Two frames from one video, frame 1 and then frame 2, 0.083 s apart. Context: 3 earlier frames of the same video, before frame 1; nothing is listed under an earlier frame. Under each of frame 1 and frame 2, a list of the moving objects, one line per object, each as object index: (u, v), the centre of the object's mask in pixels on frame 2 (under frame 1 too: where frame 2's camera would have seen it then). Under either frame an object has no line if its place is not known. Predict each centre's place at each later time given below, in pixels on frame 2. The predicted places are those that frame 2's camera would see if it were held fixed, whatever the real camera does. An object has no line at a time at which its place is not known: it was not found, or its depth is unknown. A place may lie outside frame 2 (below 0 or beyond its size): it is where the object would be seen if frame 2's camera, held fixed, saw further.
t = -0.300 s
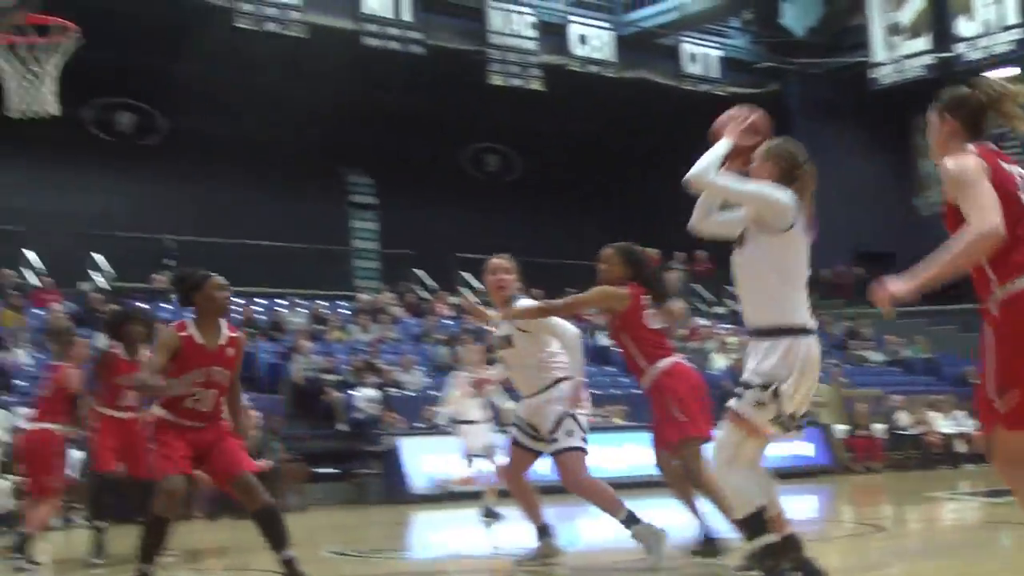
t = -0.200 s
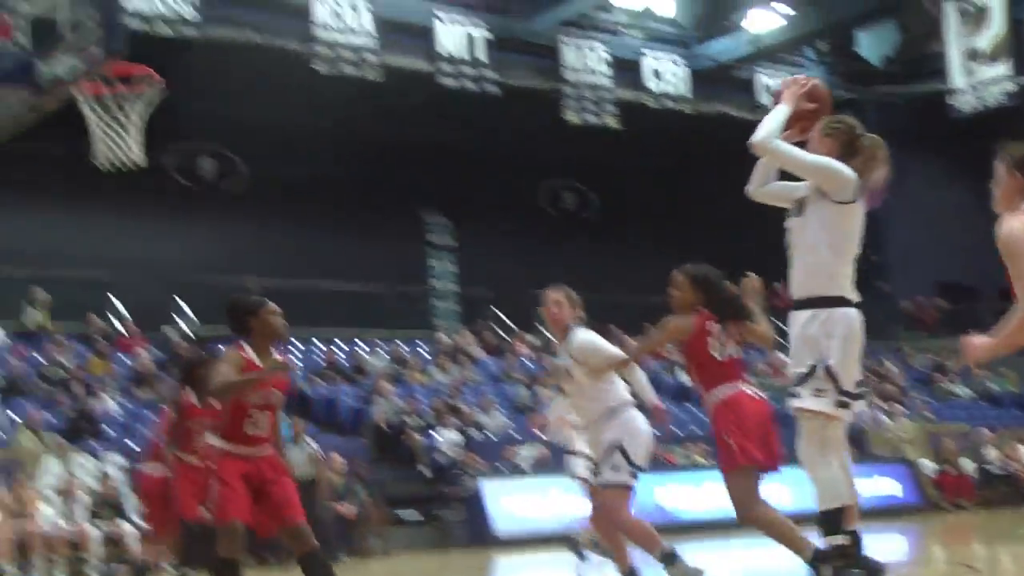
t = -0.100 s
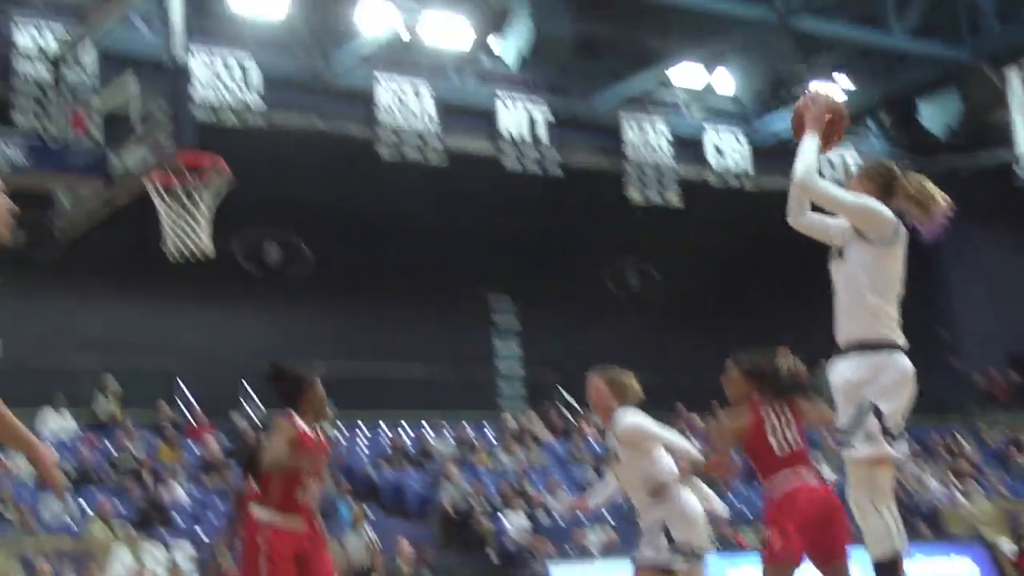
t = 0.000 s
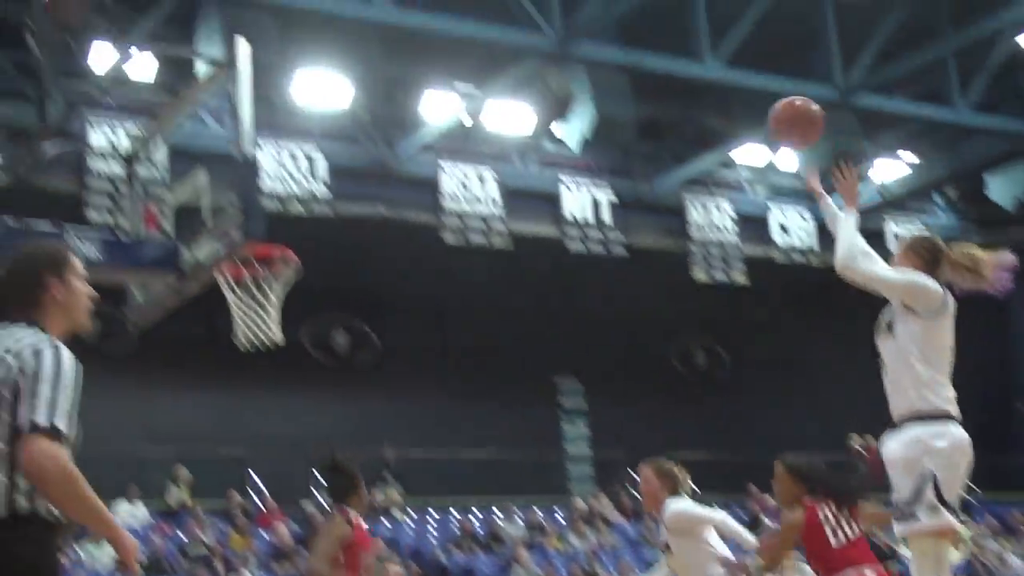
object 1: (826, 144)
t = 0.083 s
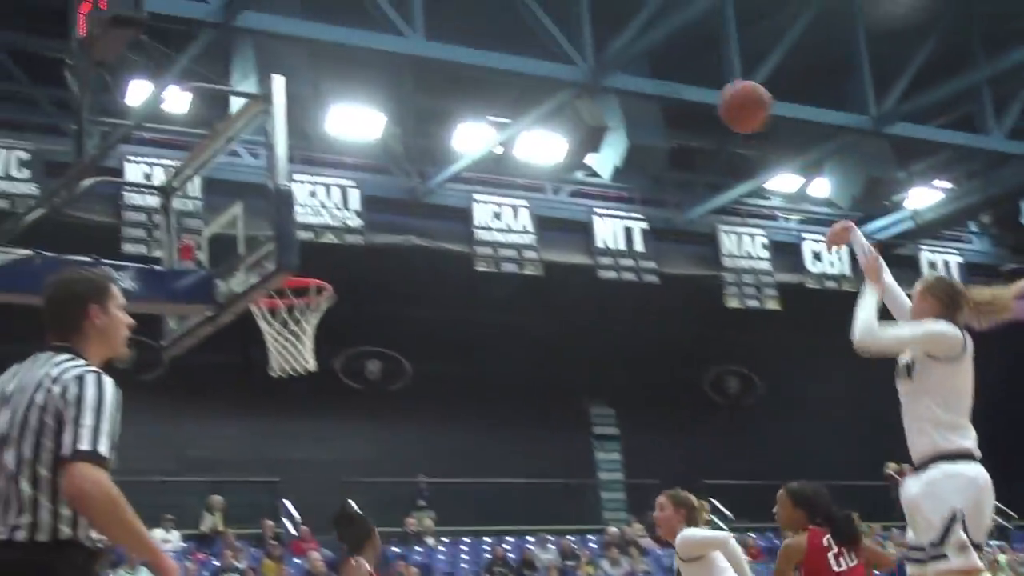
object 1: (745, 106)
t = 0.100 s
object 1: (728, 99)
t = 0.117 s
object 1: (712, 92)
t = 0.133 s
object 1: (695, 87)
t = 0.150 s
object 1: (681, 82)
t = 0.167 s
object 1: (667, 78)
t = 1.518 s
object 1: (250, 367)
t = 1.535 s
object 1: (251, 372)
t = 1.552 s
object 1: (253, 378)
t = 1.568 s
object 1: (256, 385)
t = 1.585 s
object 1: (259, 392)
